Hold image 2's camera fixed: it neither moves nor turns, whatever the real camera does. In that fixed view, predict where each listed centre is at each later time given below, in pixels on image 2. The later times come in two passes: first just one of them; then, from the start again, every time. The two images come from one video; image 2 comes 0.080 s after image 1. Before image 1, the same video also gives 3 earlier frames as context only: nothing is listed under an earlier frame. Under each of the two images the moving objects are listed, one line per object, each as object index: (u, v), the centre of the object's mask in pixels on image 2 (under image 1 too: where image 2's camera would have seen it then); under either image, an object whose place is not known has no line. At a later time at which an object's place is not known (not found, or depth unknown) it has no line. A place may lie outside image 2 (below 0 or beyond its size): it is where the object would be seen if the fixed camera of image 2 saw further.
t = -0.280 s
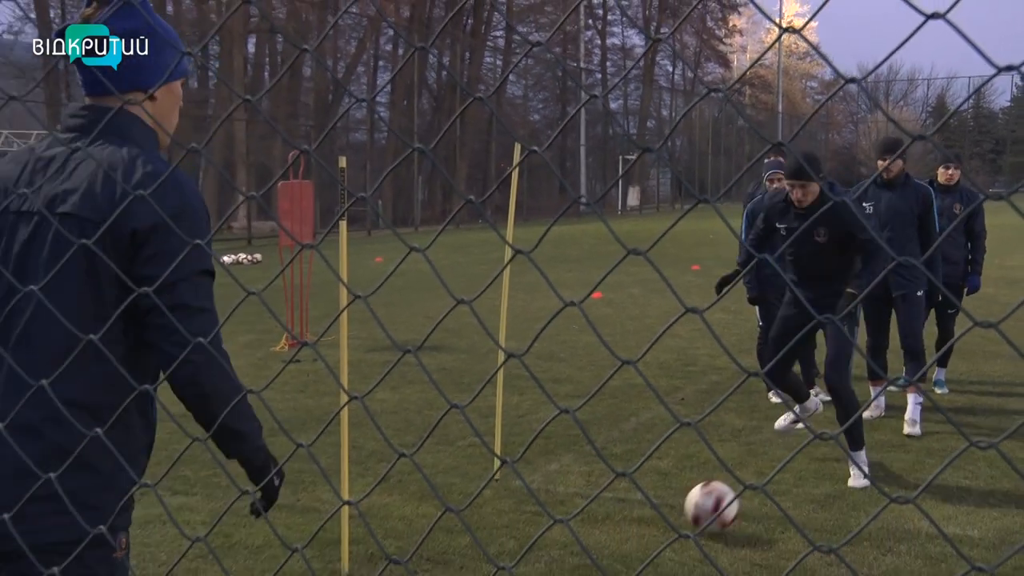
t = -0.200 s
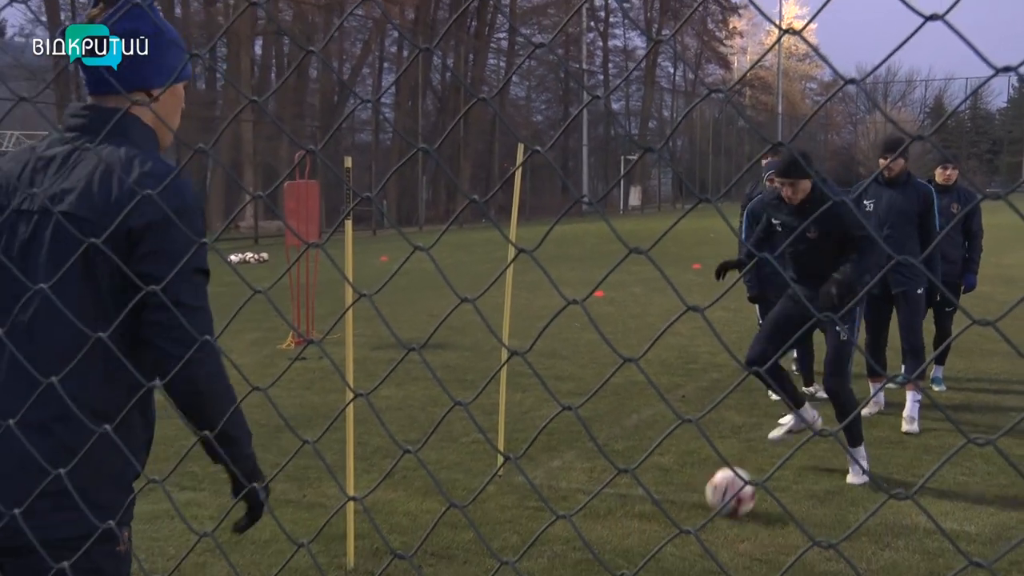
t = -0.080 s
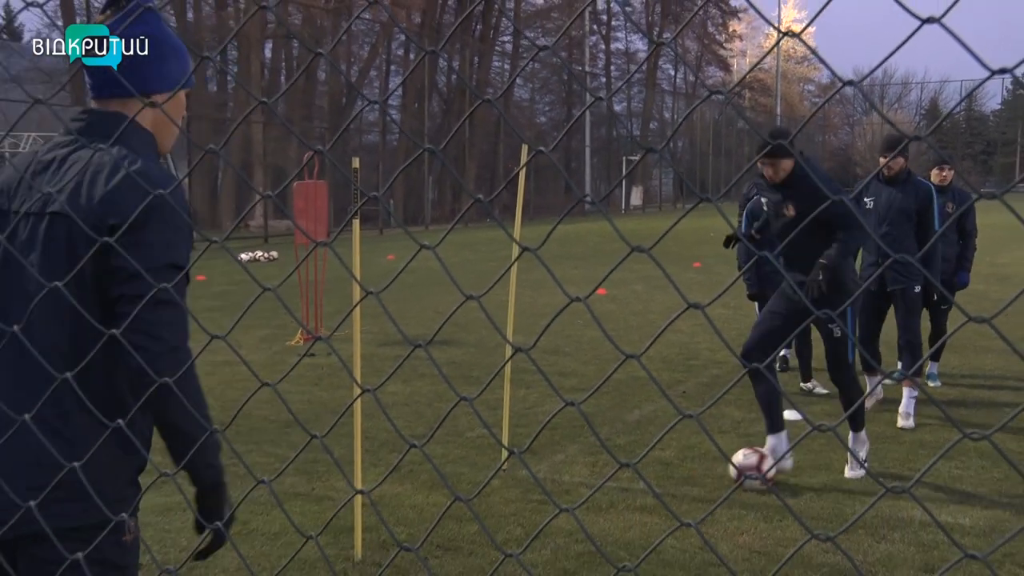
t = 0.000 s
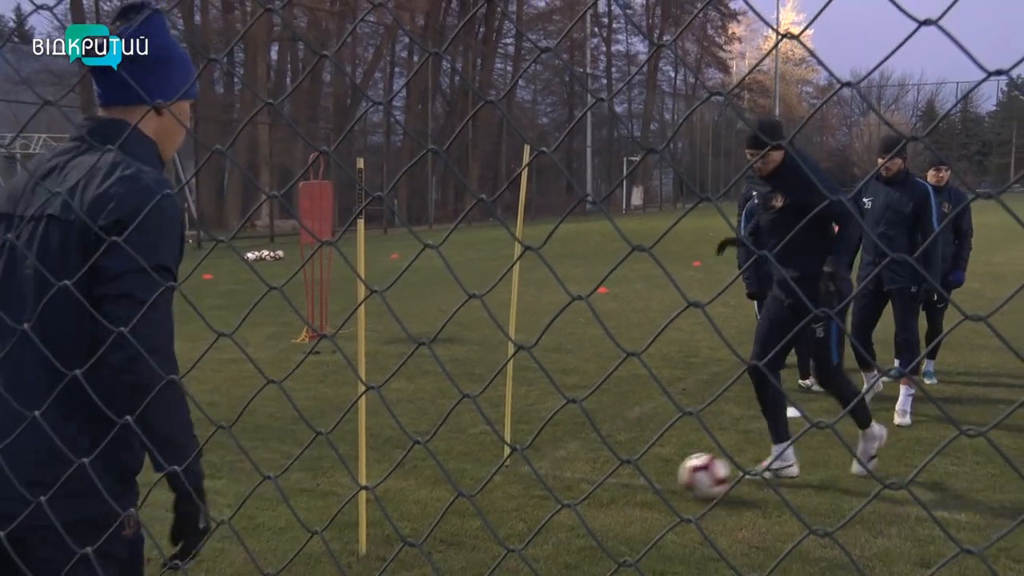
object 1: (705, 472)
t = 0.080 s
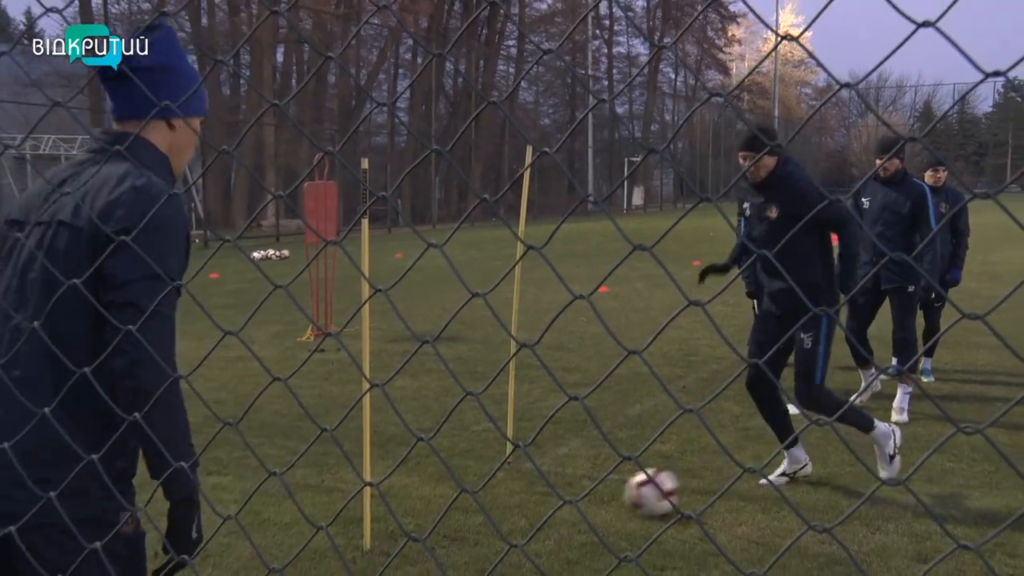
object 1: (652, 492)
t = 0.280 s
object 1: (516, 537)
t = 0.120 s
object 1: (626, 499)
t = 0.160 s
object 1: (602, 503)
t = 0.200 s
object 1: (573, 515)
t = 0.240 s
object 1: (543, 528)
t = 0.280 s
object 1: (516, 537)
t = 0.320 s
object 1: (488, 545)
